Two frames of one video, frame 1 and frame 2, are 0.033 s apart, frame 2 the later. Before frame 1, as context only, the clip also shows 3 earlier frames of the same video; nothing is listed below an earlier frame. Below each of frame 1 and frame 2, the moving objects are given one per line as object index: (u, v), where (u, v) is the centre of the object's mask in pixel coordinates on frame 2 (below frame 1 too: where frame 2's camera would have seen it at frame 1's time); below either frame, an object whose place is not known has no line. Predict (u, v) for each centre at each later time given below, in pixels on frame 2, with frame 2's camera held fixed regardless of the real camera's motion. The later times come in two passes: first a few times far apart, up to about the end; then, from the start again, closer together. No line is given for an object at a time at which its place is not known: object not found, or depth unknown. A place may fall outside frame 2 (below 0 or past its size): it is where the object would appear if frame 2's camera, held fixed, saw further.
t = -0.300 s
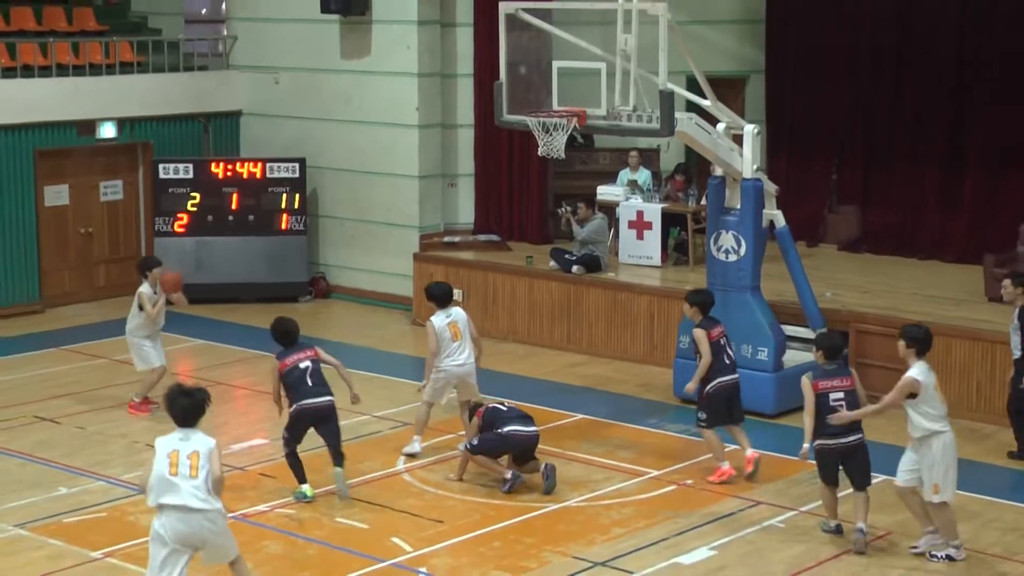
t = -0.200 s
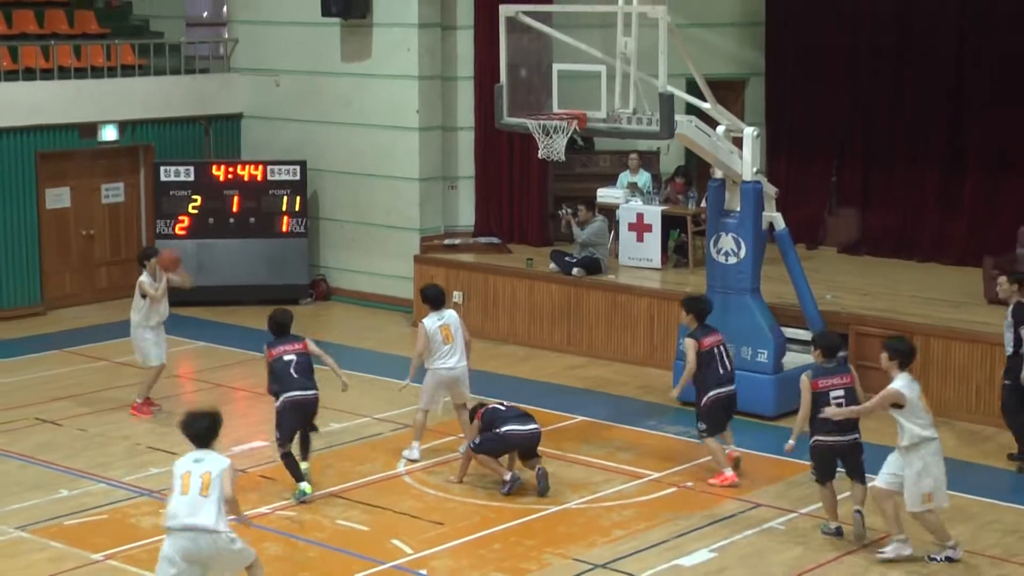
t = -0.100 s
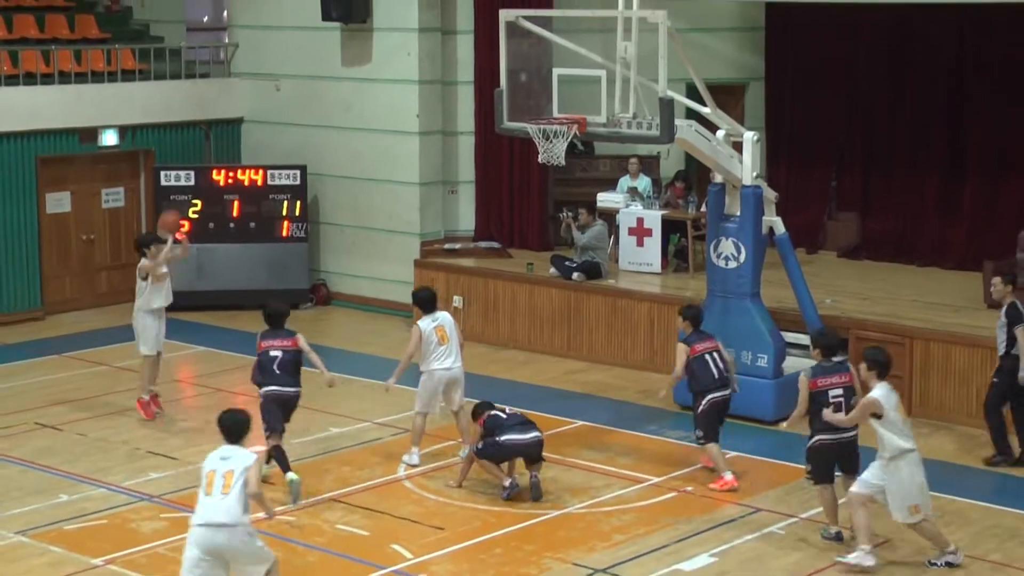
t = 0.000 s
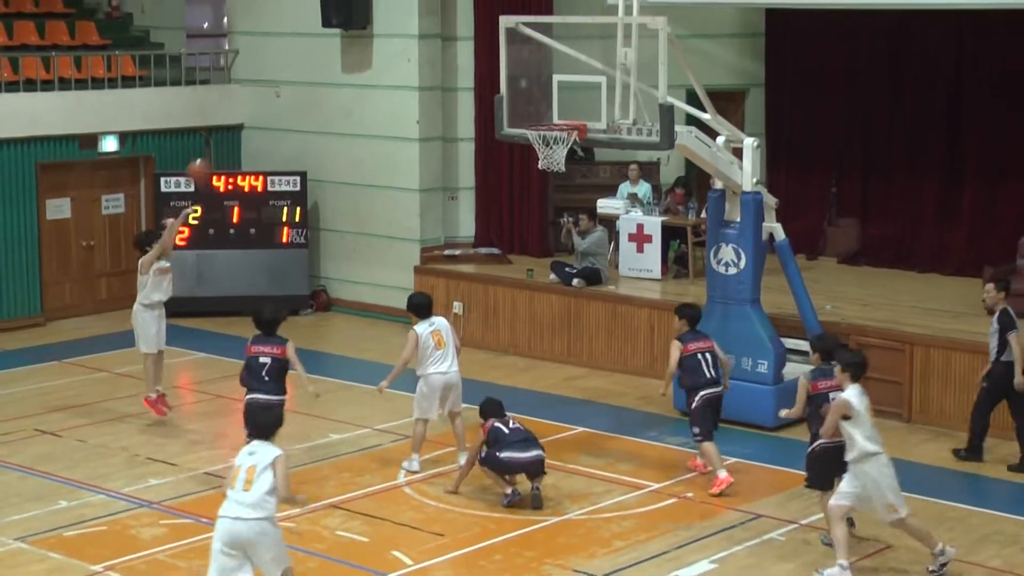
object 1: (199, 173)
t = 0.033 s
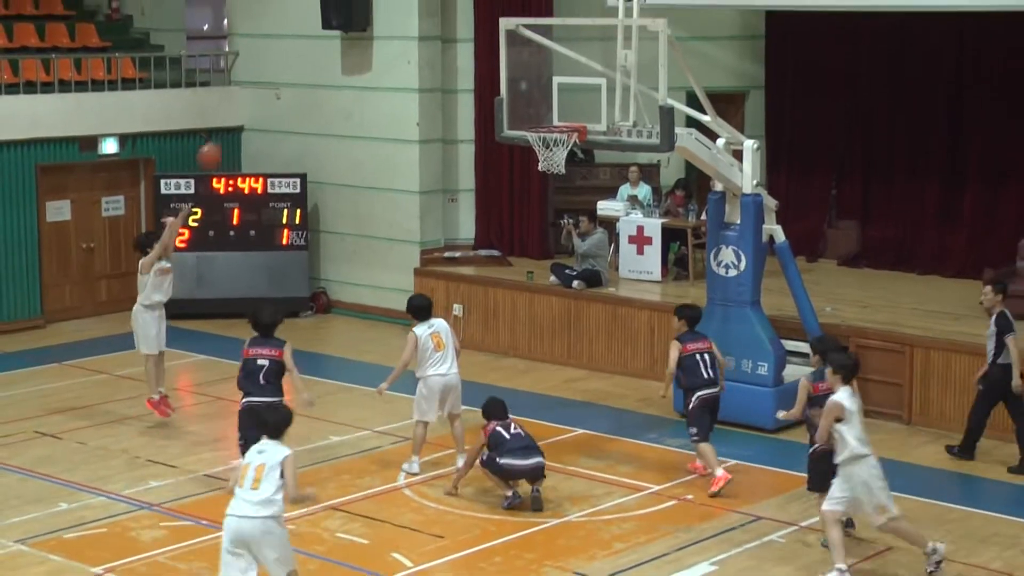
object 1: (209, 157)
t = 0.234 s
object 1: (280, 70)
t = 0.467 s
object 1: (365, 17)
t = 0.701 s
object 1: (455, 22)
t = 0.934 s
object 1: (548, 90)
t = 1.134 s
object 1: (524, 75)
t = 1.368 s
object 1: (441, 57)
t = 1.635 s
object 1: (348, 112)
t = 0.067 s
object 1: (220, 138)
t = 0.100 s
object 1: (233, 122)
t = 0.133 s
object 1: (244, 108)
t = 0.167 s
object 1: (256, 94)
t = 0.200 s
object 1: (268, 81)
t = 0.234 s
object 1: (280, 70)
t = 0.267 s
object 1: (291, 59)
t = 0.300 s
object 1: (303, 49)
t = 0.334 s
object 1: (316, 40)
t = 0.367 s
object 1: (328, 32)
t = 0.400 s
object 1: (341, 25)
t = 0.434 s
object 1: (353, 20)
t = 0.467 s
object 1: (365, 17)
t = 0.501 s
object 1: (378, 13)
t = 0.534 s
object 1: (391, 12)
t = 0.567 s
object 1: (404, 12)
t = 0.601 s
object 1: (417, 12)
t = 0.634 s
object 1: (429, 14)
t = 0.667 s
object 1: (442, 17)
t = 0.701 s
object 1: (455, 22)
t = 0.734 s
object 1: (470, 29)
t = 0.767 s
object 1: (482, 36)
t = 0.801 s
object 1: (495, 43)
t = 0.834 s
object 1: (508, 54)
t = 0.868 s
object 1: (522, 64)
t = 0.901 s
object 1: (535, 73)
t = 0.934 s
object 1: (548, 90)
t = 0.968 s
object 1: (561, 107)
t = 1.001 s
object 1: (569, 116)
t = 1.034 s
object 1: (558, 104)
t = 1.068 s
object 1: (546, 92)
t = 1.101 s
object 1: (534, 84)
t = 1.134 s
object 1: (524, 75)
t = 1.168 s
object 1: (510, 69)
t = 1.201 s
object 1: (500, 65)
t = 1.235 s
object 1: (488, 61)
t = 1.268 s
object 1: (478, 58)
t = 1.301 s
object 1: (465, 56)
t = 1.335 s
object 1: (453, 56)
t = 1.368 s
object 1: (441, 57)
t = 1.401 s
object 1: (430, 59)
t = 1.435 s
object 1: (418, 63)
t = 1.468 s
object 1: (405, 68)
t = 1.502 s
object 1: (393, 73)
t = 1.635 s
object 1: (348, 112)
